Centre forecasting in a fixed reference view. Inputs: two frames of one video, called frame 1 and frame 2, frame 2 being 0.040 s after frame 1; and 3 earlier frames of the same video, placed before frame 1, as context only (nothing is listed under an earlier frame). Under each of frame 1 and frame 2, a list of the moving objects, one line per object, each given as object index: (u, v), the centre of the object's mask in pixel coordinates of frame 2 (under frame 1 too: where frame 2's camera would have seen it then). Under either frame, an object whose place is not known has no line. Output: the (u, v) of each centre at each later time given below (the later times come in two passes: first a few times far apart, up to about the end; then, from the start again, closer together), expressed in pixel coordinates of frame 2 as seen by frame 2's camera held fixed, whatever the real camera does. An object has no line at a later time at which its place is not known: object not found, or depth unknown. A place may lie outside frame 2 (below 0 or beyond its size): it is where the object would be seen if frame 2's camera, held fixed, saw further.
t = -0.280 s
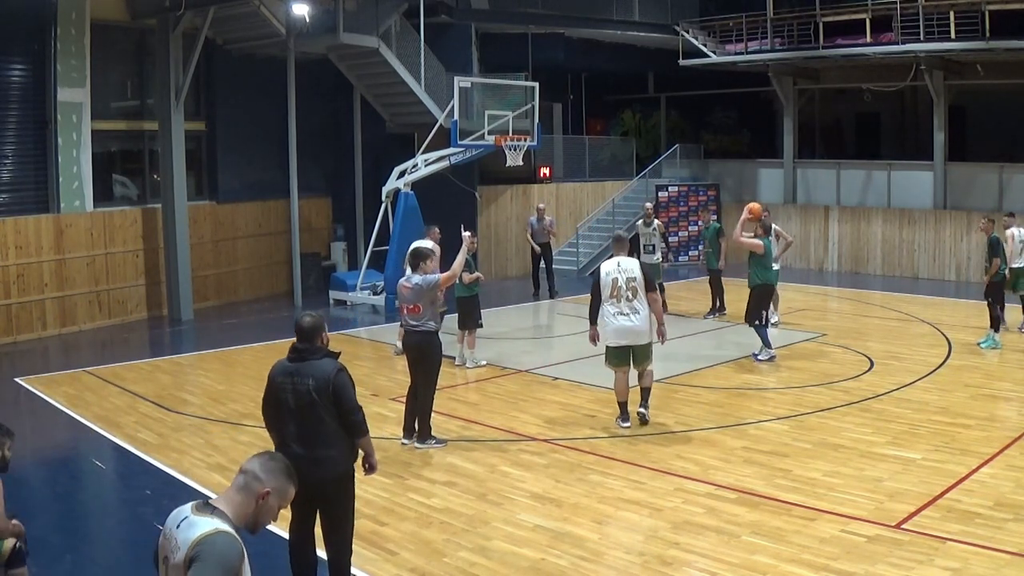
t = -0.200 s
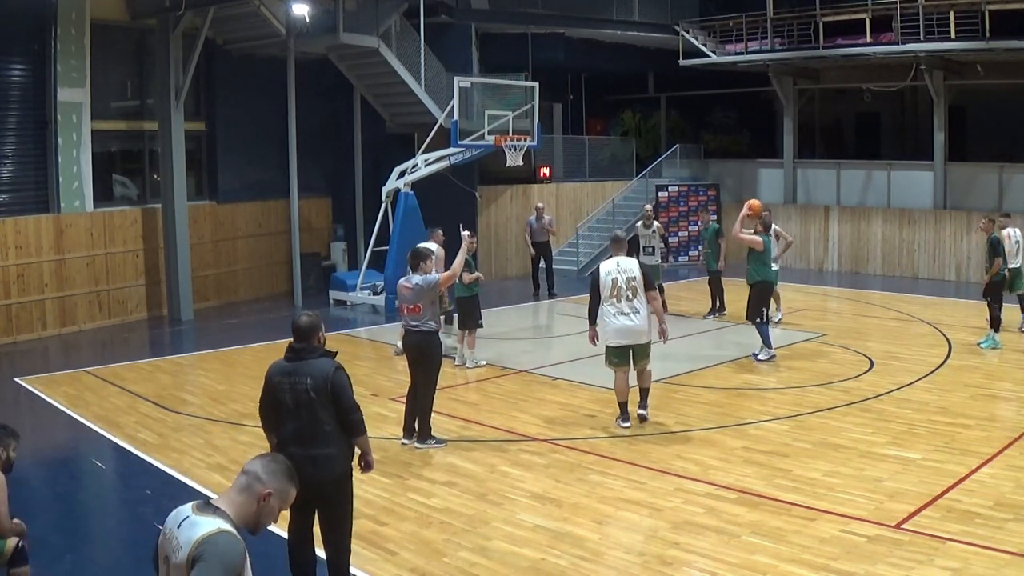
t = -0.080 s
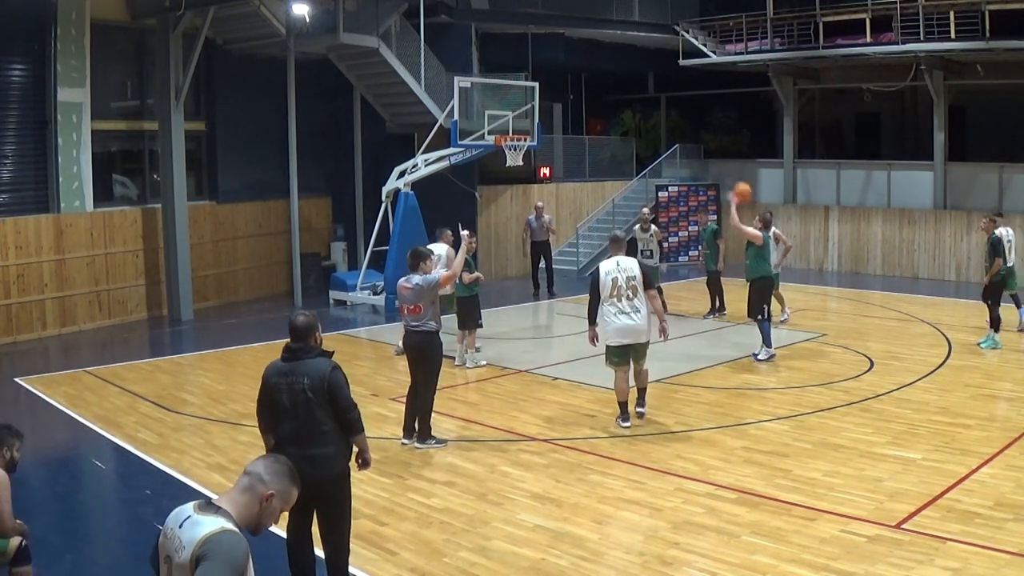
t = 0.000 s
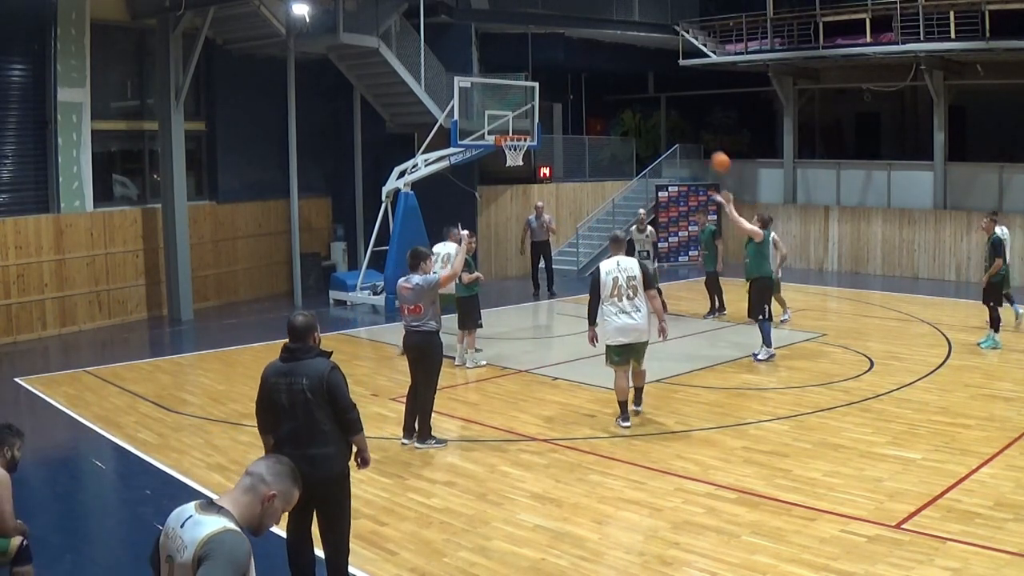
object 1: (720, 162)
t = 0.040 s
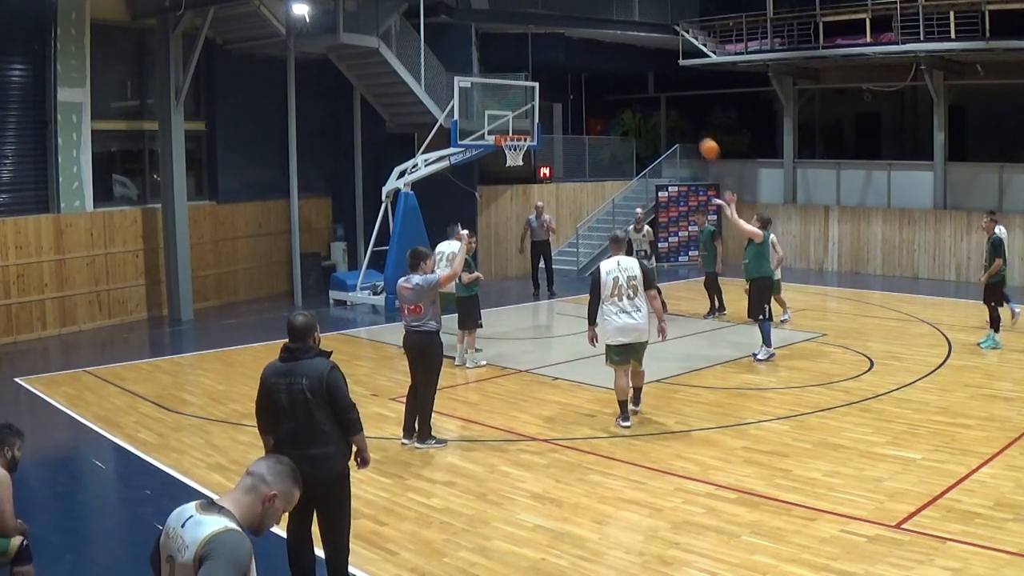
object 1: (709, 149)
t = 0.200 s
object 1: (665, 108)
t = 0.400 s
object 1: (615, 85)
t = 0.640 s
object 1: (563, 94)
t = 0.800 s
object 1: (530, 118)
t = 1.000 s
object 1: (510, 160)
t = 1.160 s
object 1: (506, 193)
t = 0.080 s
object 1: (698, 137)
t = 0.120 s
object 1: (687, 126)
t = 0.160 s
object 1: (676, 117)
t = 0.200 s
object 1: (665, 108)
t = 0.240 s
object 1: (655, 101)
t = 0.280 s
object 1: (645, 96)
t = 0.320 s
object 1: (635, 91)
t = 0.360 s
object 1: (625, 88)
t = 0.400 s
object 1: (615, 85)
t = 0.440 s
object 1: (606, 84)
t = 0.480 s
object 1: (597, 84)
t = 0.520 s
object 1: (588, 85)
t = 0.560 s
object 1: (580, 87)
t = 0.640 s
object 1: (563, 94)
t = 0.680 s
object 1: (554, 98)
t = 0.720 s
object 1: (547, 104)
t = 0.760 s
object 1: (539, 110)
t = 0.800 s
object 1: (530, 118)
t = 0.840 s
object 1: (523, 126)
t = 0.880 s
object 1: (517, 131)
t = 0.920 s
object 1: (513, 141)
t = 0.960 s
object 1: (508, 153)
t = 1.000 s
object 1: (510, 160)
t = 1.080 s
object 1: (508, 175)
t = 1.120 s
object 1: (507, 183)
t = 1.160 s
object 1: (506, 193)
